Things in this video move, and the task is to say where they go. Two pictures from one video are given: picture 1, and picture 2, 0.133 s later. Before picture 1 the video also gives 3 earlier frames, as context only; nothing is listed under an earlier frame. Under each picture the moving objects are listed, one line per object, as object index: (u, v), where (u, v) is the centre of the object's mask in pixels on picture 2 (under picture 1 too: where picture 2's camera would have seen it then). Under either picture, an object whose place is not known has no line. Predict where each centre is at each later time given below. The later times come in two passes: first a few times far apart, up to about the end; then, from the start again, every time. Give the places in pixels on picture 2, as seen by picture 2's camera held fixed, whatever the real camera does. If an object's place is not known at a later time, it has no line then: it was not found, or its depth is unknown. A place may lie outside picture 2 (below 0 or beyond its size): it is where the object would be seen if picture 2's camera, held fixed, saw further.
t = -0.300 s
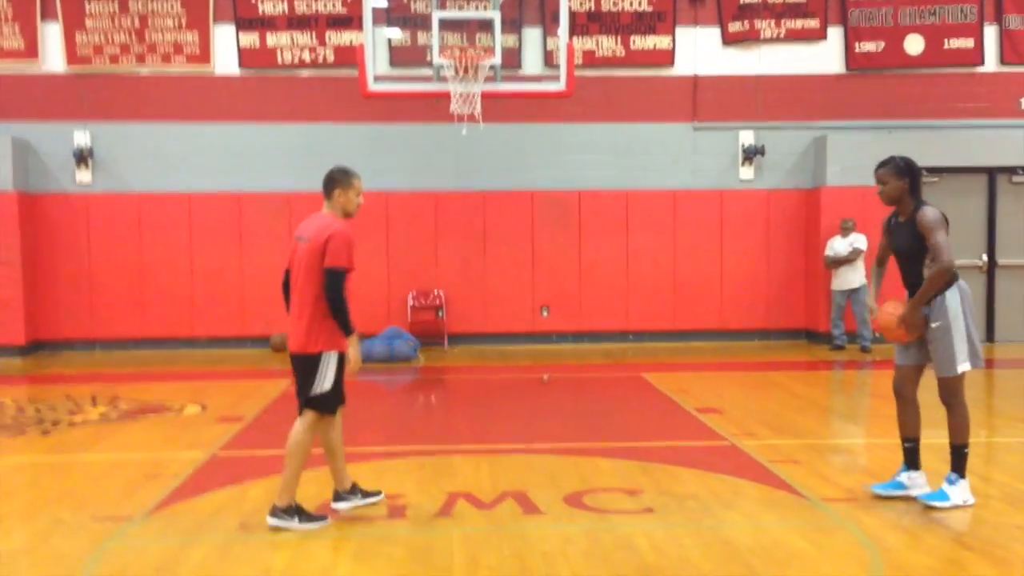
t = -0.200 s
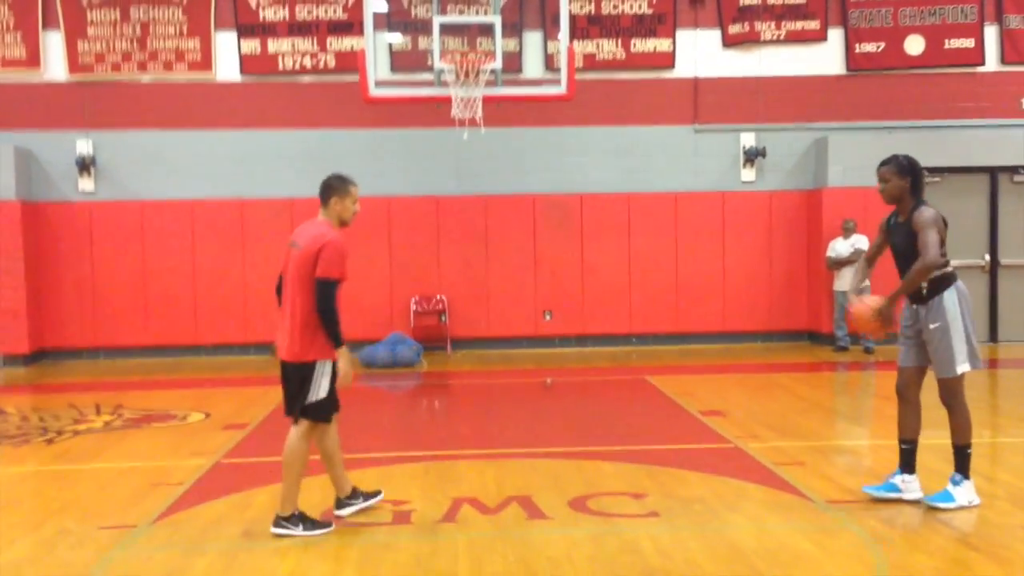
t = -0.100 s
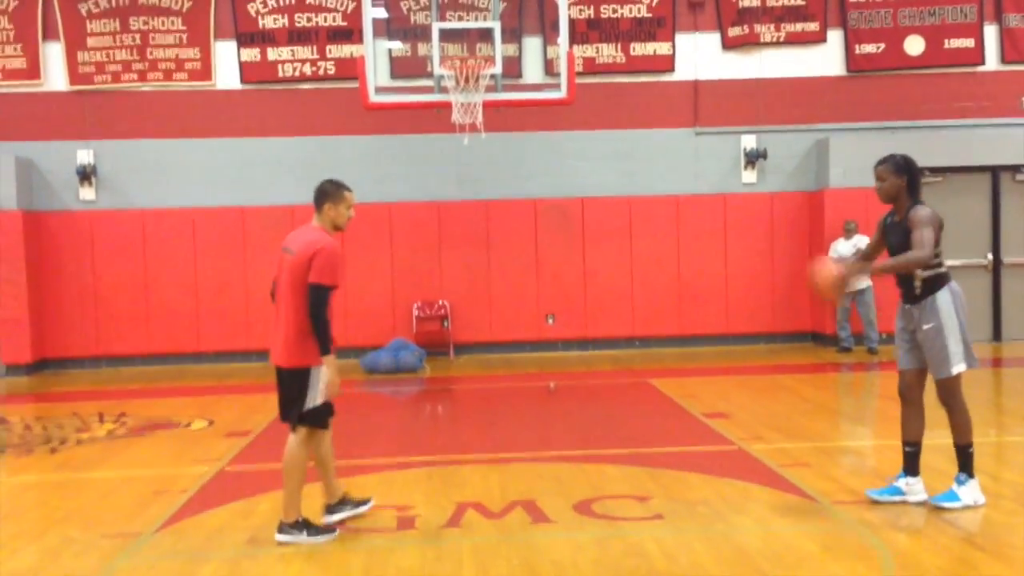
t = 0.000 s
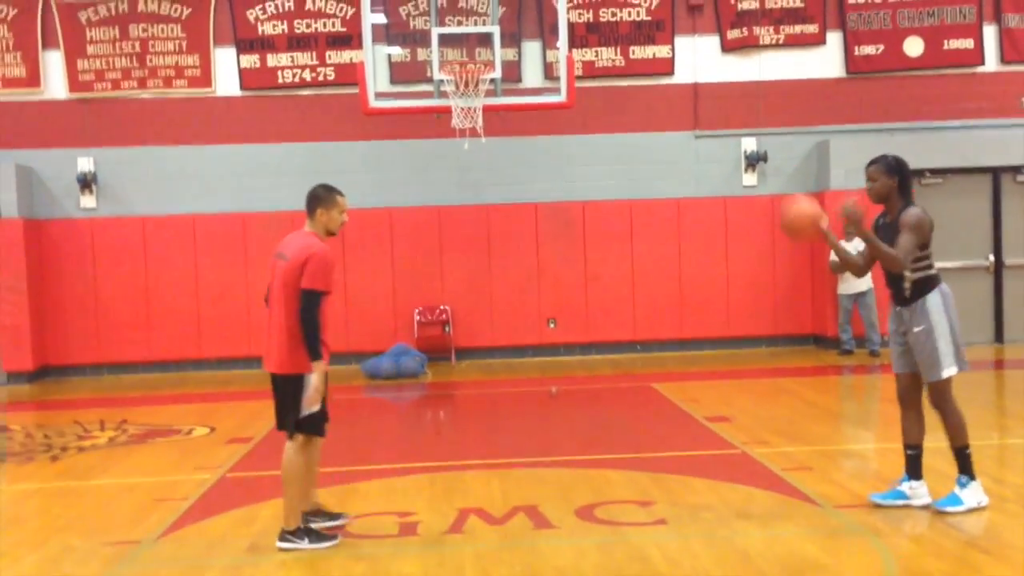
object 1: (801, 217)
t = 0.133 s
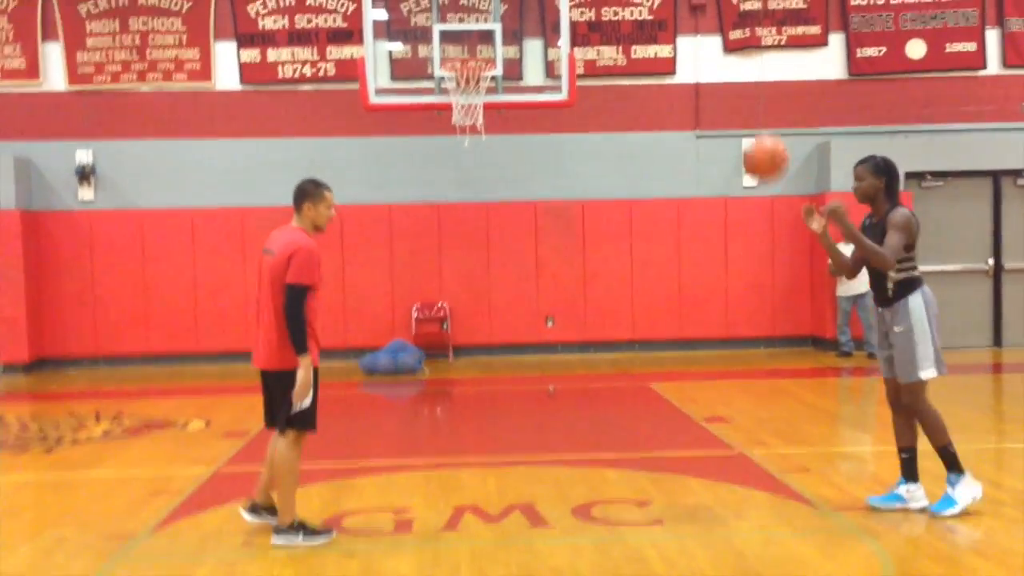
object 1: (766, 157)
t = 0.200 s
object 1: (746, 139)
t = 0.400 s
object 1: (692, 129)
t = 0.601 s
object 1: (642, 192)
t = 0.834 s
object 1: (584, 356)
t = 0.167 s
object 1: (756, 146)
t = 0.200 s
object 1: (746, 139)
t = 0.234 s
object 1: (739, 131)
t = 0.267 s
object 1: (729, 125)
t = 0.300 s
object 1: (719, 124)
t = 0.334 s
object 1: (710, 124)
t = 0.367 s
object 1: (702, 125)
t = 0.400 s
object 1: (692, 129)
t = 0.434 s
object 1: (683, 135)
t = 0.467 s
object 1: (675, 142)
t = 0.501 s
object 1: (667, 151)
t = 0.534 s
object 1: (659, 164)
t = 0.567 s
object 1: (650, 177)
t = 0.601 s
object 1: (642, 192)
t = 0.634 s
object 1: (634, 210)
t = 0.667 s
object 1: (627, 228)
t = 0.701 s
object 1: (618, 249)
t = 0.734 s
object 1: (608, 273)
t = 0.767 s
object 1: (601, 299)
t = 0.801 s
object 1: (593, 326)
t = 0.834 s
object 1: (584, 356)
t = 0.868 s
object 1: (574, 389)
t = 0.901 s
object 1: (565, 419)
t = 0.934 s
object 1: (555, 466)
